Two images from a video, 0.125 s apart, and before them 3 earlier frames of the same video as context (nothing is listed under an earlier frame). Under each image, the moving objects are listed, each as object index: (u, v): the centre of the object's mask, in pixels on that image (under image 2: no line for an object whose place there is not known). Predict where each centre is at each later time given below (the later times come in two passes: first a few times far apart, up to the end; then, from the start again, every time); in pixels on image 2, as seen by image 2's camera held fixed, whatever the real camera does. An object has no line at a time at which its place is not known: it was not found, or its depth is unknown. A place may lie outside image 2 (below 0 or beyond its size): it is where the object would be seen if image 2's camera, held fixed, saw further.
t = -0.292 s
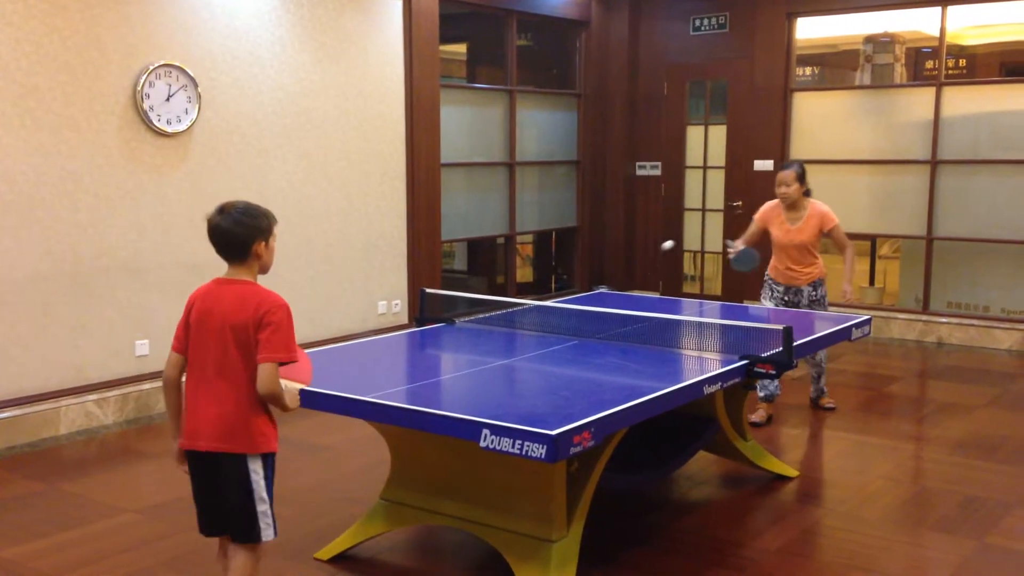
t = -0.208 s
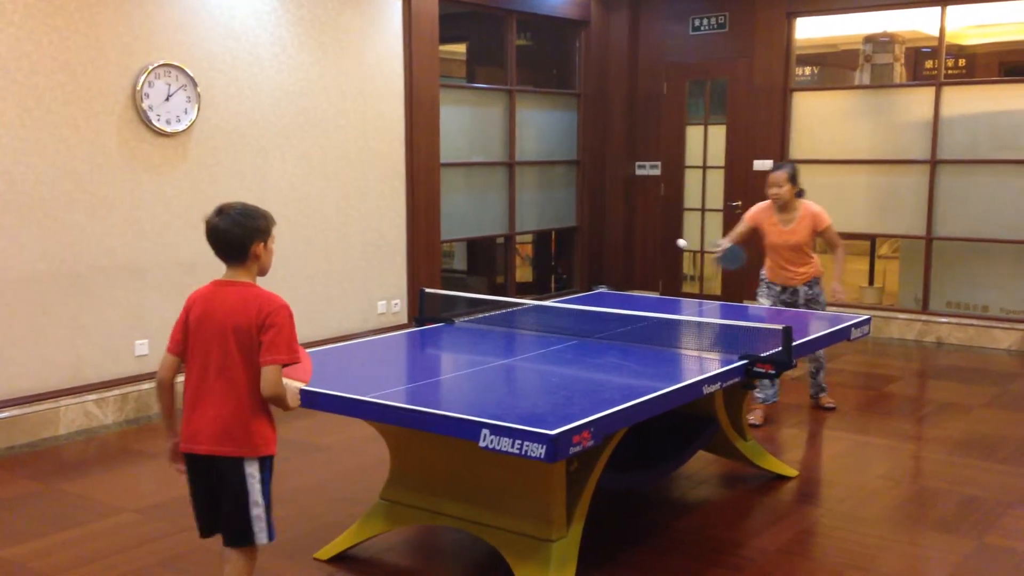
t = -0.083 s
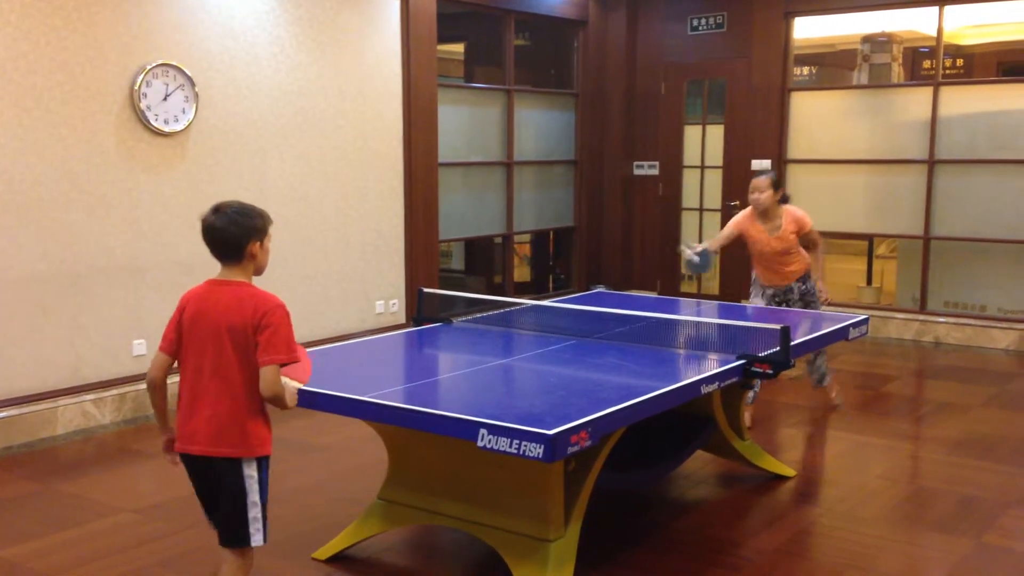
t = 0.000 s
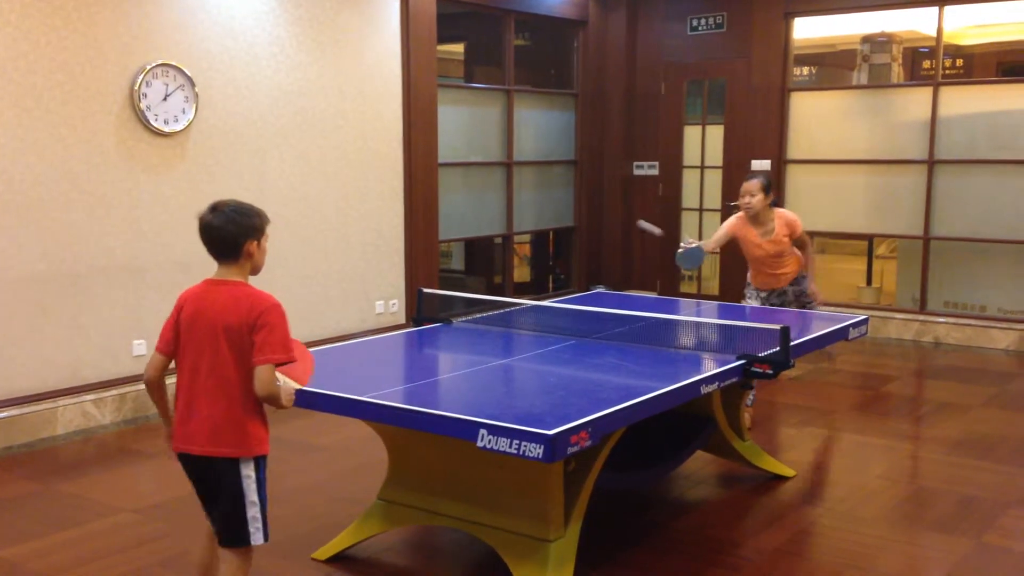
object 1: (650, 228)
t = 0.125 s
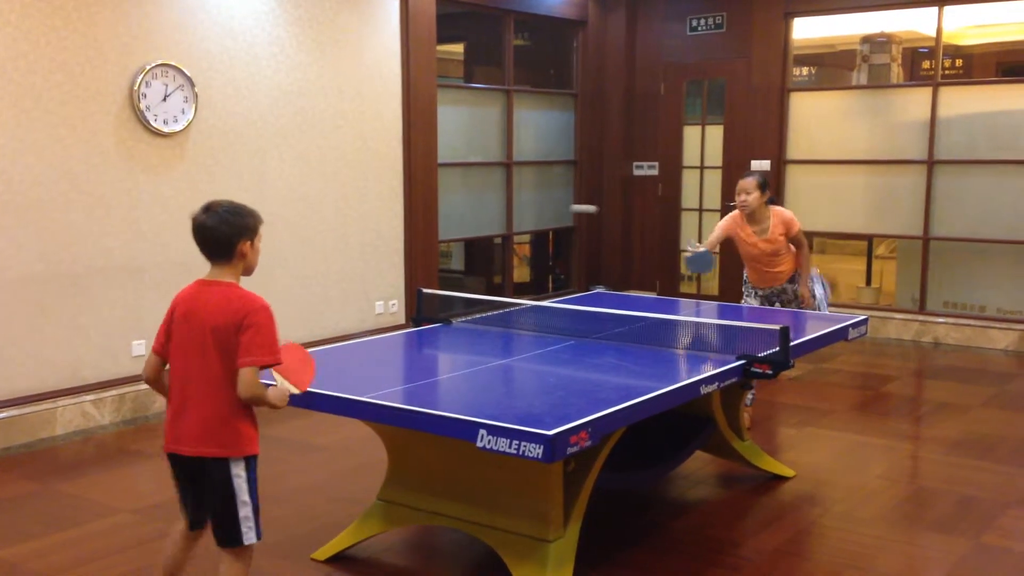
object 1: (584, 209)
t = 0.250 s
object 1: (509, 221)
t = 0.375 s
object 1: (425, 276)
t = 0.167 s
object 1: (560, 208)
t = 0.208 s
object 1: (536, 212)
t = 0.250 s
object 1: (509, 221)
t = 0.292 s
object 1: (482, 234)
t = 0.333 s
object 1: (454, 253)
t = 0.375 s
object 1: (425, 276)
